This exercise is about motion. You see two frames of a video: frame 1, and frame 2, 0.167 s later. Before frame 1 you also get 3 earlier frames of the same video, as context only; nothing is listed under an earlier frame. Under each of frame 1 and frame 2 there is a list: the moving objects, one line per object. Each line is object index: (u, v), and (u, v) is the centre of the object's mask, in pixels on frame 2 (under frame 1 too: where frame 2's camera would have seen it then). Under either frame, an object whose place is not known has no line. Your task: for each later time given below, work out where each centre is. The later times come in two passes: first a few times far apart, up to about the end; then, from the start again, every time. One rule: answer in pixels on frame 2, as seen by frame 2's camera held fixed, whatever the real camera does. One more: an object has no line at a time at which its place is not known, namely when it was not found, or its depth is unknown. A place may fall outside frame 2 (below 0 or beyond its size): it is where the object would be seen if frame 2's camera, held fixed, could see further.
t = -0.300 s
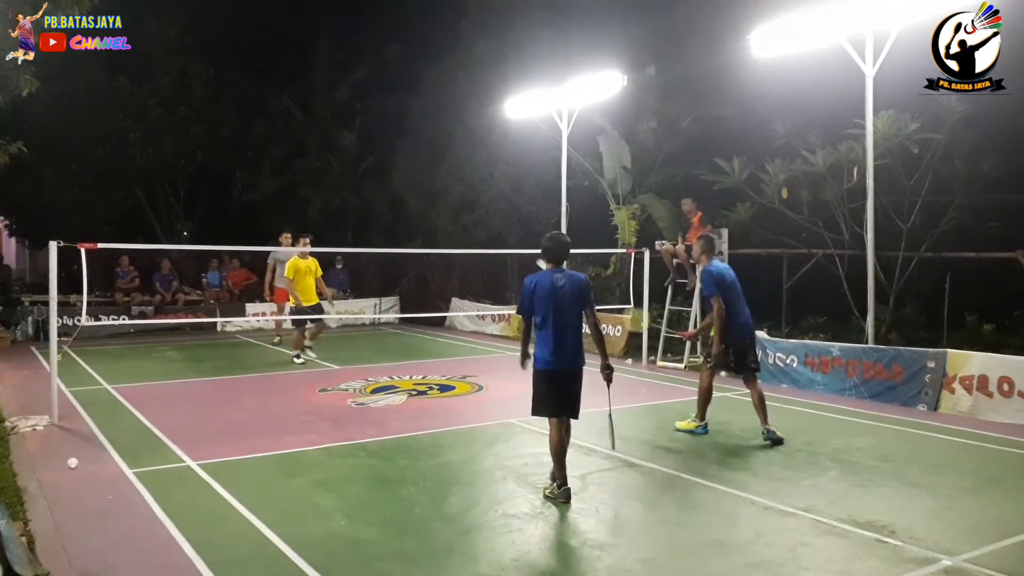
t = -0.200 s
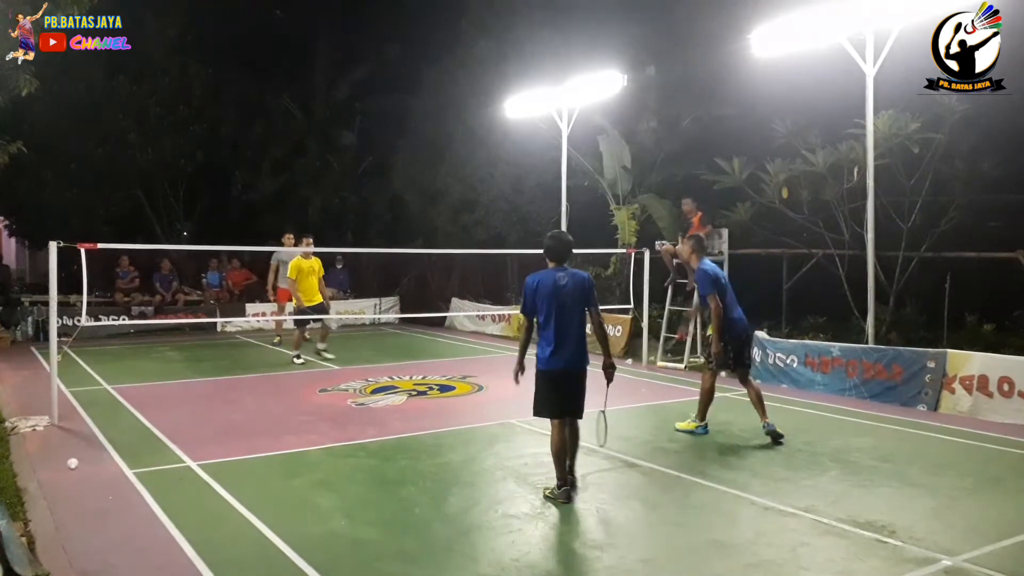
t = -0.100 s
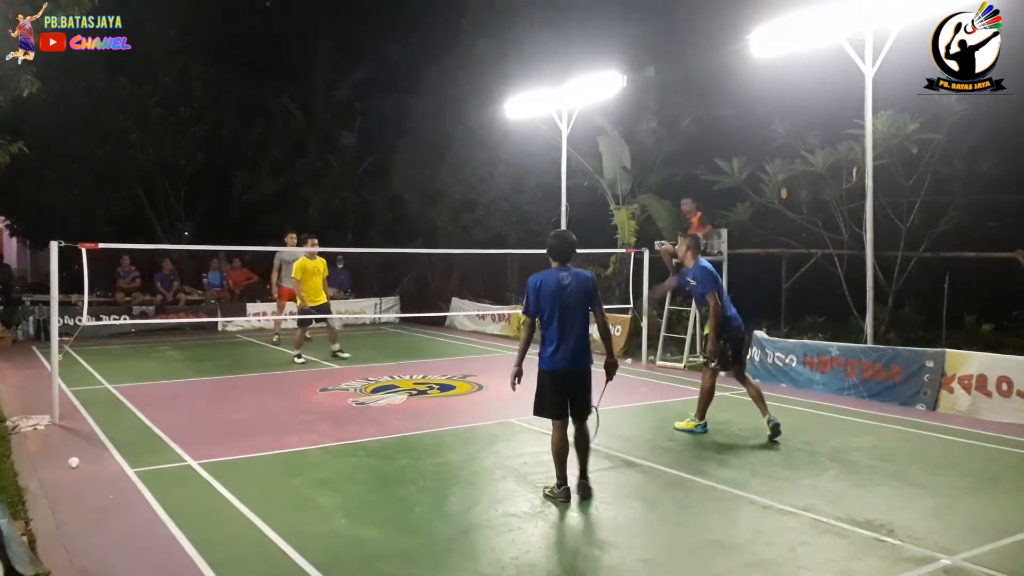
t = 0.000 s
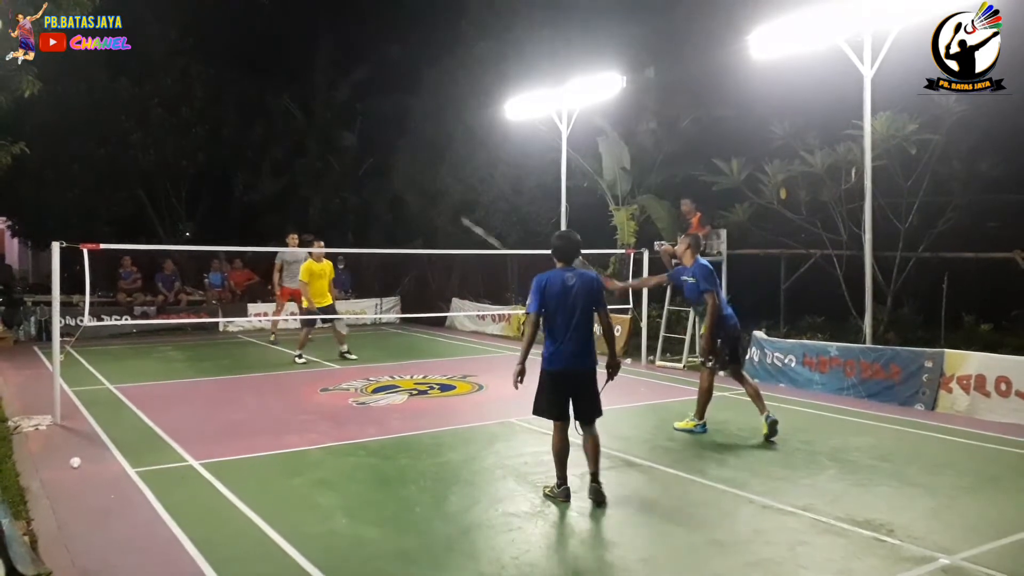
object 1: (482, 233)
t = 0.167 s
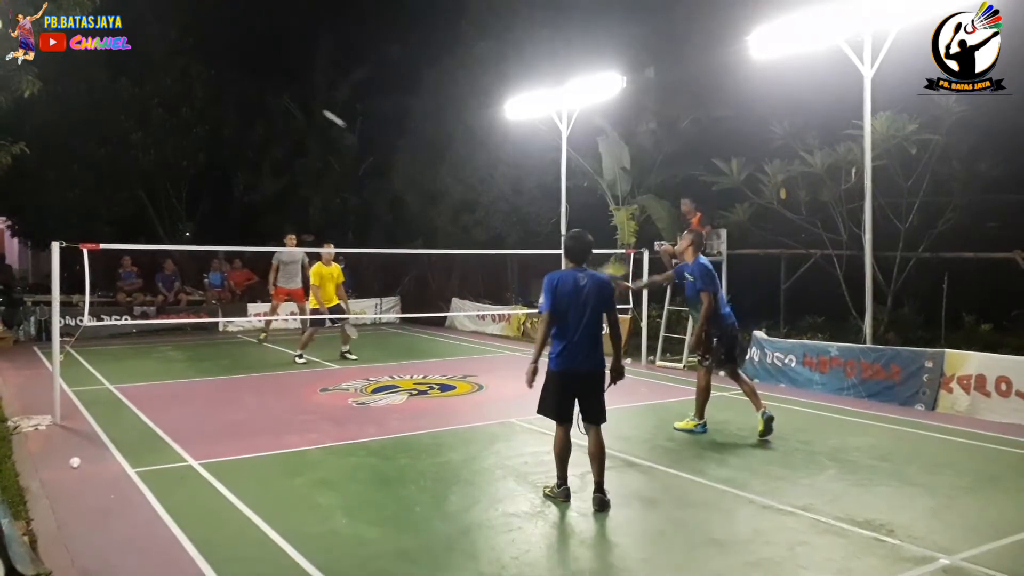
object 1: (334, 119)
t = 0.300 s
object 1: (268, 79)
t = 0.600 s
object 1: (181, 67)
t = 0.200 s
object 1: (315, 106)
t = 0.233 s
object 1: (298, 95)
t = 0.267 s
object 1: (282, 86)
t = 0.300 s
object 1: (268, 79)
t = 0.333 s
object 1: (256, 74)
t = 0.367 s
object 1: (244, 69)
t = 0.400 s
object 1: (232, 66)
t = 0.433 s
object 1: (222, 64)
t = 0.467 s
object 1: (213, 63)
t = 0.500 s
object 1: (204, 63)
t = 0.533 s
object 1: (196, 63)
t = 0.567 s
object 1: (189, 65)
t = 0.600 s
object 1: (181, 67)
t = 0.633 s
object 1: (175, 70)
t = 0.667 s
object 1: (169, 74)
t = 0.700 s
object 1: (163, 79)
